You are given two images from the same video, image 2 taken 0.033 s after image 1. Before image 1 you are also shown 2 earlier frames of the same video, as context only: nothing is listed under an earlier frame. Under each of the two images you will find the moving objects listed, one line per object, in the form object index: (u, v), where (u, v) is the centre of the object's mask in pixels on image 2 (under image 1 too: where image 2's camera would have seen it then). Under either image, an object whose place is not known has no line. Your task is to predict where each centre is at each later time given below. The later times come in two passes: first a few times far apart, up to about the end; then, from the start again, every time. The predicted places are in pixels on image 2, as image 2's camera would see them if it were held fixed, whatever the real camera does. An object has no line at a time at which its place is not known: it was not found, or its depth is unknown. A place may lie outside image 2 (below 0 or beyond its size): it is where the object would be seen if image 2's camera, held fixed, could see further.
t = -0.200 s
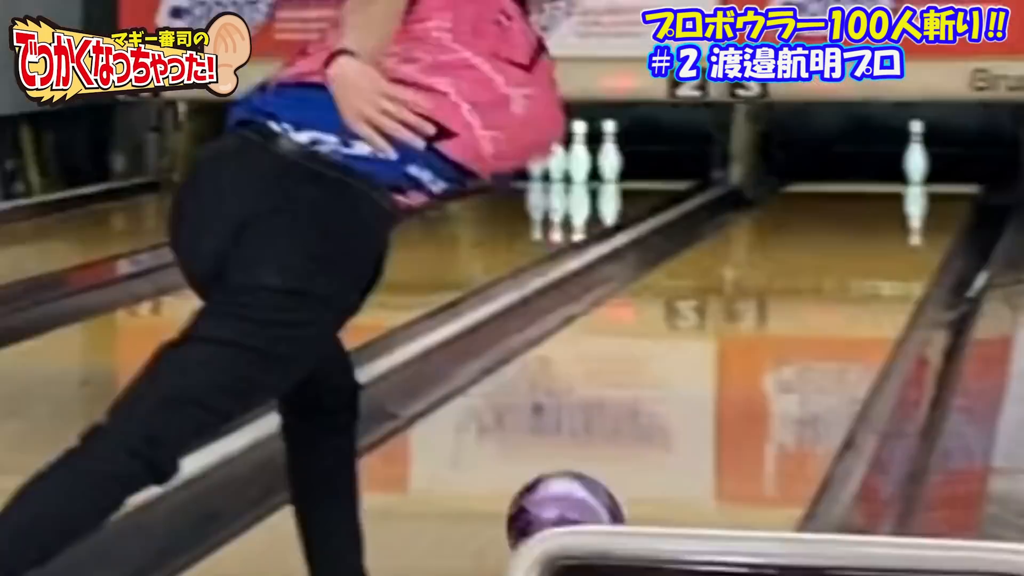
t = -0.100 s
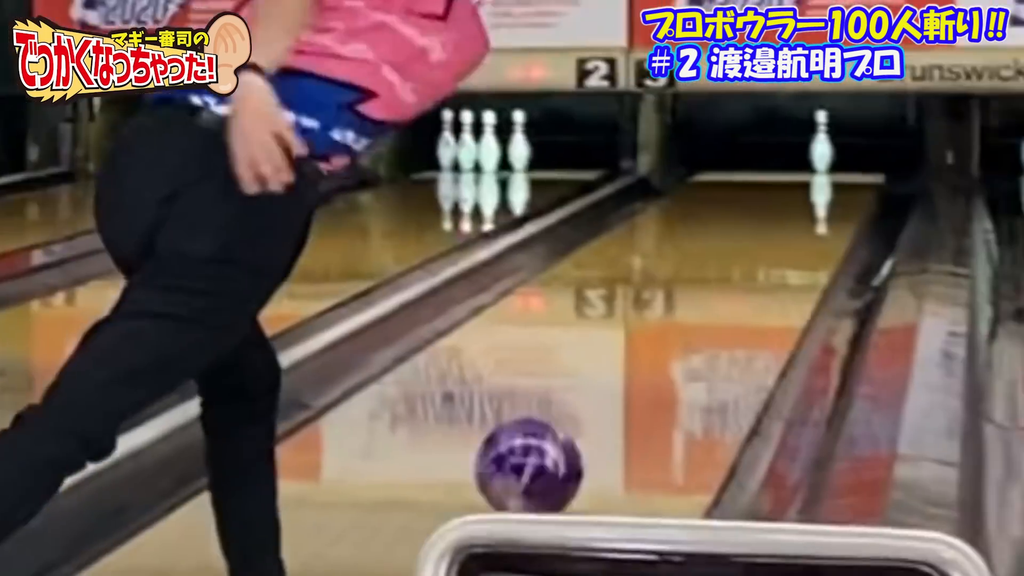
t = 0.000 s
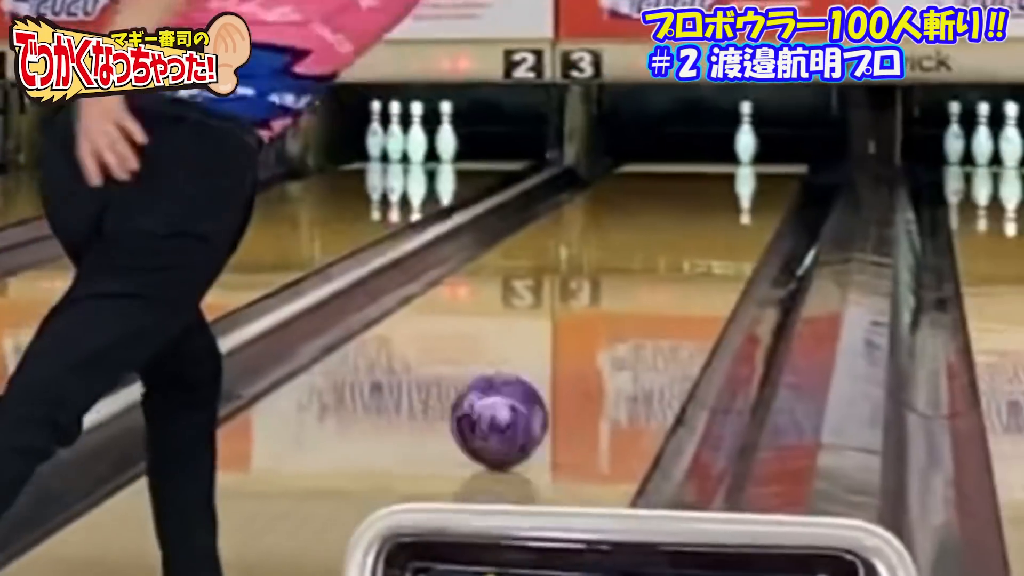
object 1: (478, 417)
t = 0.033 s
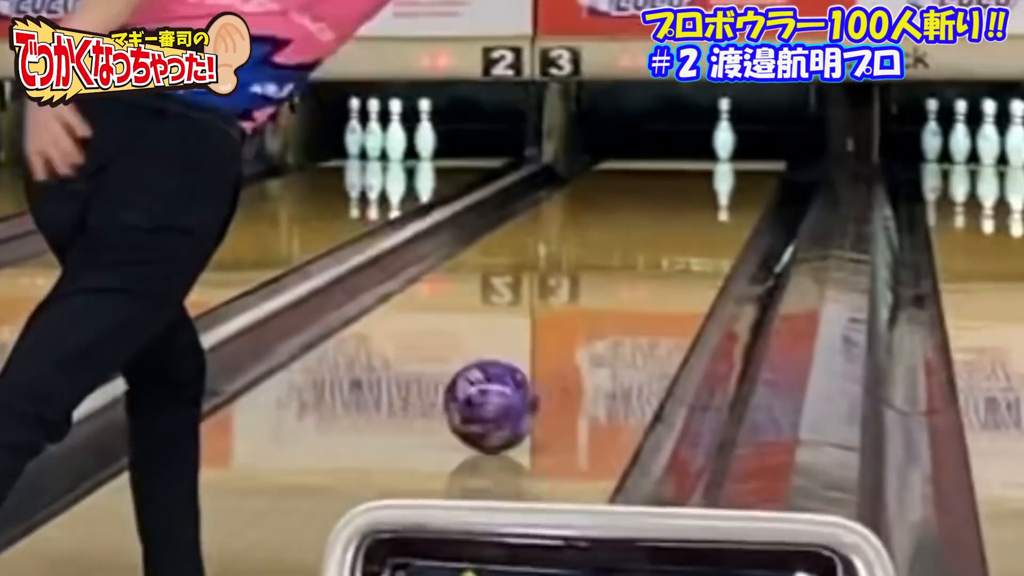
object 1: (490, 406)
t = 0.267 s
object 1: (562, 340)
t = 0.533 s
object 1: (619, 284)
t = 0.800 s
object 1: (660, 245)
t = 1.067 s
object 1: (689, 214)
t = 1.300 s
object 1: (707, 193)
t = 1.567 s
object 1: (721, 175)
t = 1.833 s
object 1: (725, 160)
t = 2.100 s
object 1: (721, 145)
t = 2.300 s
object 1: (706, 150)
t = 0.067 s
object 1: (503, 395)
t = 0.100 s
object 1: (514, 385)
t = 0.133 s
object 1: (525, 375)
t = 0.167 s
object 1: (534, 365)
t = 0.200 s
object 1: (543, 357)
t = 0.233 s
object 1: (553, 349)
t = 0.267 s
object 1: (562, 340)
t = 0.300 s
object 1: (570, 332)
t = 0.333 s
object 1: (578, 324)
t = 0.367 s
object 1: (586, 317)
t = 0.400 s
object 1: (593, 310)
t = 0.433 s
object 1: (600, 302)
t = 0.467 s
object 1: (606, 297)
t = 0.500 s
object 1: (614, 290)
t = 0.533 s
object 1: (619, 284)
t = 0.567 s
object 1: (625, 279)
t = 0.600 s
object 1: (631, 274)
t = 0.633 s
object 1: (636, 269)
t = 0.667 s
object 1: (641, 263)
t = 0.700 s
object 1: (646, 258)
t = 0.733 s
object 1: (651, 253)
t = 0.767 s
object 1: (656, 249)
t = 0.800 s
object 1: (660, 245)
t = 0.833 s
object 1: (664, 240)
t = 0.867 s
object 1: (667, 238)
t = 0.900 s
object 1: (673, 231)
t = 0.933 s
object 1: (676, 229)
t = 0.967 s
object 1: (679, 226)
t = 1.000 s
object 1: (683, 221)
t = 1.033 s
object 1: (686, 218)
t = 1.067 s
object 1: (689, 214)
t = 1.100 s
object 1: (693, 210)
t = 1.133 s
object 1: (695, 208)
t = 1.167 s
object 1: (697, 206)
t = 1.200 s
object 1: (700, 202)
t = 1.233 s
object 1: (702, 199)
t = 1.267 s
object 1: (704, 196)
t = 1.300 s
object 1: (707, 193)
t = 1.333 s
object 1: (710, 190)
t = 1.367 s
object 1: (712, 189)
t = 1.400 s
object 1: (713, 184)
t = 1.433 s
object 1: (714, 183)
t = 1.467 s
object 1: (717, 181)
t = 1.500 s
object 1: (720, 178)
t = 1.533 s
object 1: (721, 177)
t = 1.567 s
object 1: (721, 175)
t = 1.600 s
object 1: (721, 171)
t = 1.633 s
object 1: (722, 167)
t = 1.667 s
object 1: (723, 169)
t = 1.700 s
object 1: (723, 167)
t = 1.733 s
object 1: (725, 166)
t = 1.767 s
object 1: (724, 163)
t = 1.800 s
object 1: (724, 162)
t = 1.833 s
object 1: (725, 160)
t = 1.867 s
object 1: (725, 159)
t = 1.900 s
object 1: (725, 156)
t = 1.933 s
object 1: (725, 154)
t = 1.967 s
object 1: (724, 151)
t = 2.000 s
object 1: (723, 150)
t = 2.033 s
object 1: (722, 147)
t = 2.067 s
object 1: (722, 146)
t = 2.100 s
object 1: (721, 145)
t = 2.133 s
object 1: (720, 143)
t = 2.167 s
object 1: (720, 141)
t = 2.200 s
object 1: (716, 142)
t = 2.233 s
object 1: (715, 143)
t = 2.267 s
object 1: (709, 144)
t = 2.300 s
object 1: (706, 150)
